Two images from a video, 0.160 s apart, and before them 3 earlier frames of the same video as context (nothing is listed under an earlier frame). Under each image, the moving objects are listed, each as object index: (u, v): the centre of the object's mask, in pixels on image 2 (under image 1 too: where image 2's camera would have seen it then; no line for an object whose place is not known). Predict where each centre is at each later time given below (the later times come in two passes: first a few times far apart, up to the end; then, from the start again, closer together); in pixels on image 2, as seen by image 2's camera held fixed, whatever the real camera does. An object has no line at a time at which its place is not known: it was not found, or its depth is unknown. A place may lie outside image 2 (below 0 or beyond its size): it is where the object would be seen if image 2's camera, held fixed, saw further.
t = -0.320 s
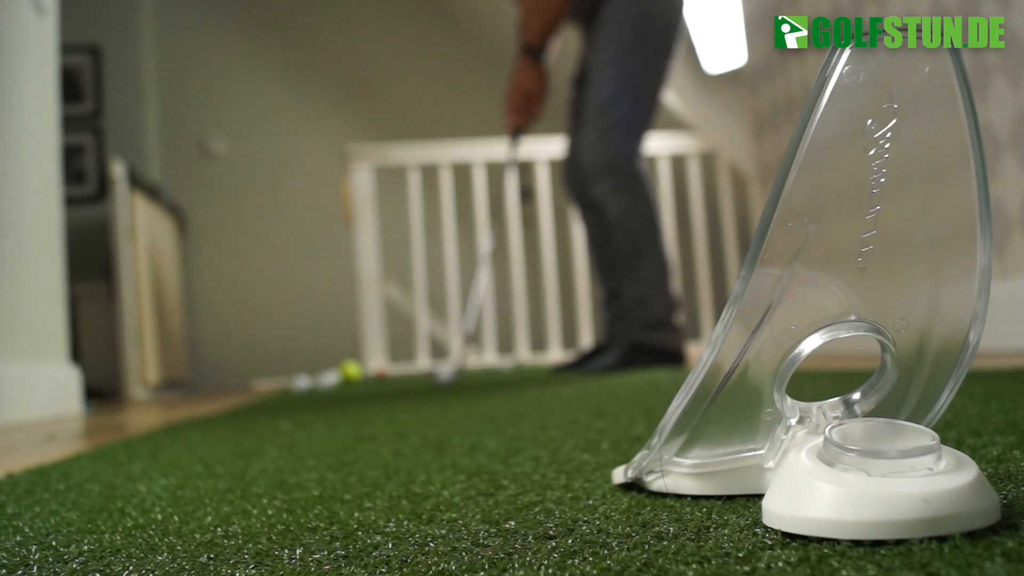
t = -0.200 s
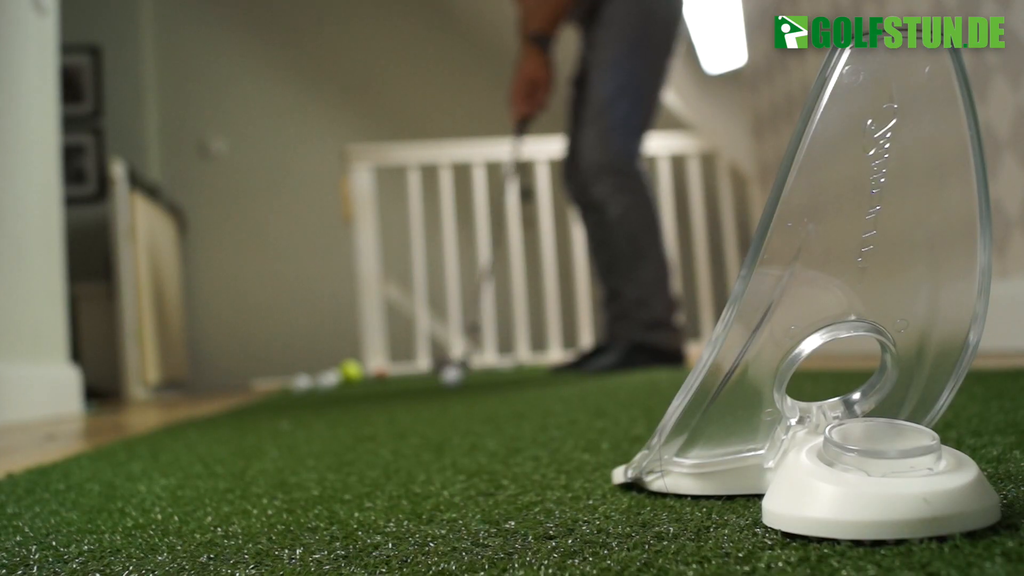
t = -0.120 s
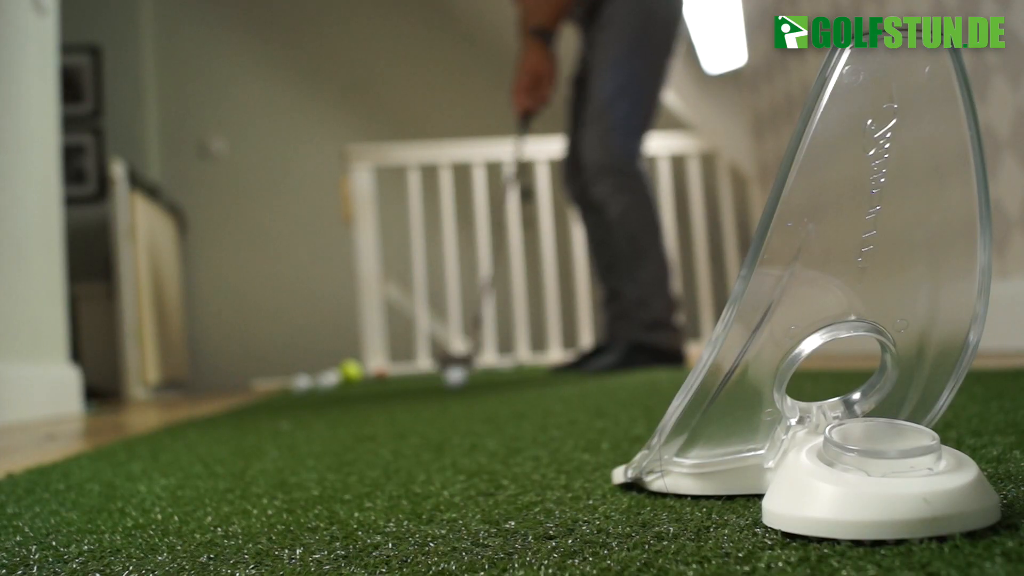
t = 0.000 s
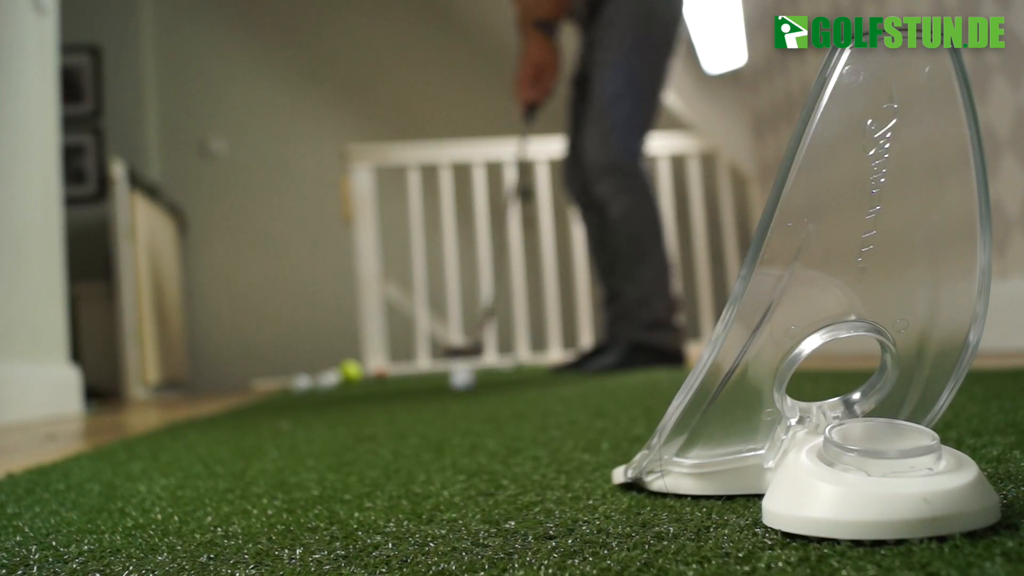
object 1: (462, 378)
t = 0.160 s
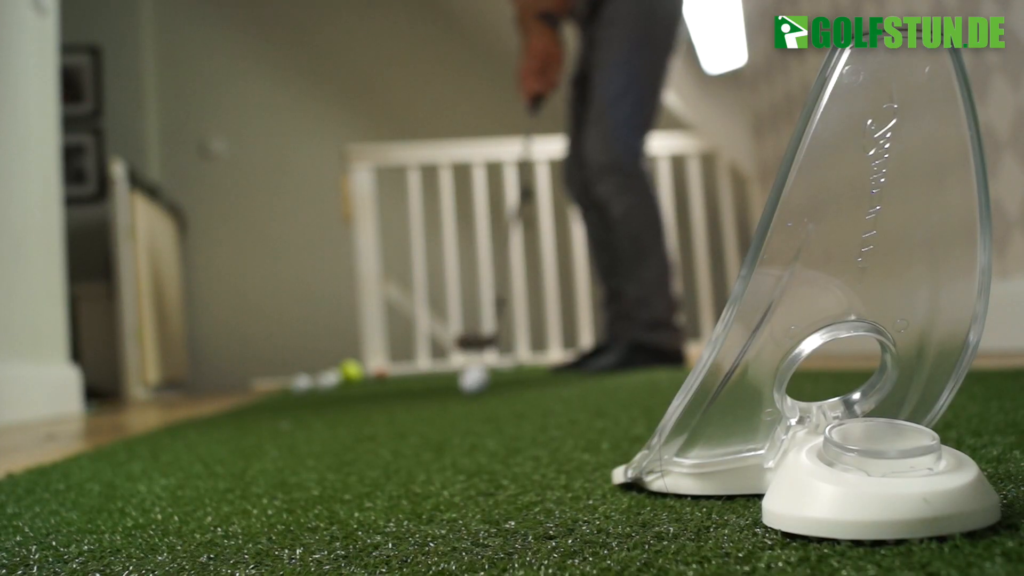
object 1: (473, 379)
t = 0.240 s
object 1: (479, 381)
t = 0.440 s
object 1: (501, 382)
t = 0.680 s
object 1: (541, 389)
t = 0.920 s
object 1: (607, 400)
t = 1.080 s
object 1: (656, 399)
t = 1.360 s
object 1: (836, 324)
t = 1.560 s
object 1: (786, 393)
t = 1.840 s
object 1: (651, 396)
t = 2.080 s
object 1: (618, 393)
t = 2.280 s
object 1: (595, 389)
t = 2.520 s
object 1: (577, 386)
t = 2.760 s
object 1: (570, 384)
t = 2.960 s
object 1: (573, 382)
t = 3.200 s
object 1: (571, 382)
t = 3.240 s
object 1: (570, 383)
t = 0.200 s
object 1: (476, 380)
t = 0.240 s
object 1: (479, 381)
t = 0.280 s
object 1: (483, 381)
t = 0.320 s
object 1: (486, 381)
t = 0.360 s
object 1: (491, 382)
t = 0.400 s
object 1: (496, 382)
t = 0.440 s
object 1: (501, 382)
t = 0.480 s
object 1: (507, 383)
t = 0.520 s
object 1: (513, 384)
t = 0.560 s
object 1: (520, 385)
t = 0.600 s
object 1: (526, 386)
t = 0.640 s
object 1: (534, 388)
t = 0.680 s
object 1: (541, 389)
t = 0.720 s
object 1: (550, 391)
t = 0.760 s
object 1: (559, 392)
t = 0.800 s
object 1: (569, 393)
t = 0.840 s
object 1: (581, 397)
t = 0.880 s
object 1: (593, 397)
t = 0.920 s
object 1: (607, 400)
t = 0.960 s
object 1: (622, 403)
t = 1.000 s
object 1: (636, 403)
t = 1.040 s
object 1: (647, 400)
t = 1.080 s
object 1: (656, 399)
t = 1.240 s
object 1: (790, 379)
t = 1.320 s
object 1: (818, 349)
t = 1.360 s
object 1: (836, 324)
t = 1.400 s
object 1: (849, 317)
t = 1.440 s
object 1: (845, 322)
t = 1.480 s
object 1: (831, 341)
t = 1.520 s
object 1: (817, 359)
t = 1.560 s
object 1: (786, 393)
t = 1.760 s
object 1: (675, 395)
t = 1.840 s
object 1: (651, 396)
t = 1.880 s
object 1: (646, 397)
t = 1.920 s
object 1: (640, 397)
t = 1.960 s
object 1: (635, 398)
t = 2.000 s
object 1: (629, 397)
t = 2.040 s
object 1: (623, 395)
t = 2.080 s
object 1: (618, 393)
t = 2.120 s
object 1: (613, 393)
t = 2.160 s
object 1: (608, 392)
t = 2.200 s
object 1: (604, 391)
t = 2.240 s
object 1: (599, 390)
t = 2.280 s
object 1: (595, 389)
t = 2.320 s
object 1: (591, 389)
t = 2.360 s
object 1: (588, 388)
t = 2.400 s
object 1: (584, 386)
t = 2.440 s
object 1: (582, 386)
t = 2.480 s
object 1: (579, 386)
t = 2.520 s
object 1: (577, 386)
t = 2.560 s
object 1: (575, 385)
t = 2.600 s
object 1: (573, 384)
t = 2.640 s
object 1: (572, 384)
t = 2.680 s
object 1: (571, 384)
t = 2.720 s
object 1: (570, 384)
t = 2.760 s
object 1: (570, 384)
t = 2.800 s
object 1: (570, 383)
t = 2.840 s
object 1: (571, 383)
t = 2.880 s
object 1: (571, 383)
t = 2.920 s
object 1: (572, 383)
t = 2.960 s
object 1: (573, 382)
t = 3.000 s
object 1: (573, 382)
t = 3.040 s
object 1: (574, 382)
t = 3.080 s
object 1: (573, 382)
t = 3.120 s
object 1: (573, 382)
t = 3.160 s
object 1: (573, 382)
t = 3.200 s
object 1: (571, 382)
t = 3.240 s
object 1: (570, 383)
